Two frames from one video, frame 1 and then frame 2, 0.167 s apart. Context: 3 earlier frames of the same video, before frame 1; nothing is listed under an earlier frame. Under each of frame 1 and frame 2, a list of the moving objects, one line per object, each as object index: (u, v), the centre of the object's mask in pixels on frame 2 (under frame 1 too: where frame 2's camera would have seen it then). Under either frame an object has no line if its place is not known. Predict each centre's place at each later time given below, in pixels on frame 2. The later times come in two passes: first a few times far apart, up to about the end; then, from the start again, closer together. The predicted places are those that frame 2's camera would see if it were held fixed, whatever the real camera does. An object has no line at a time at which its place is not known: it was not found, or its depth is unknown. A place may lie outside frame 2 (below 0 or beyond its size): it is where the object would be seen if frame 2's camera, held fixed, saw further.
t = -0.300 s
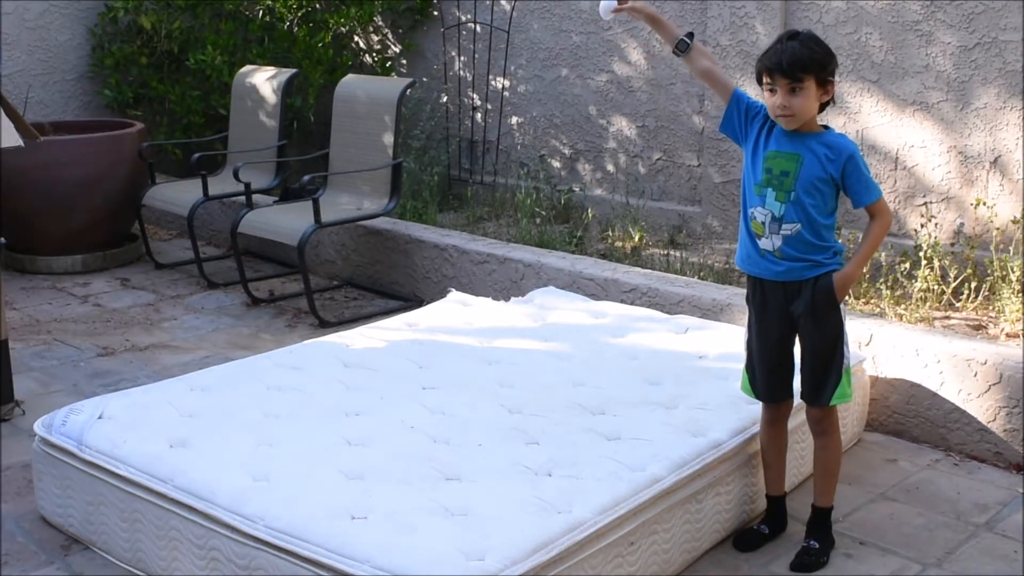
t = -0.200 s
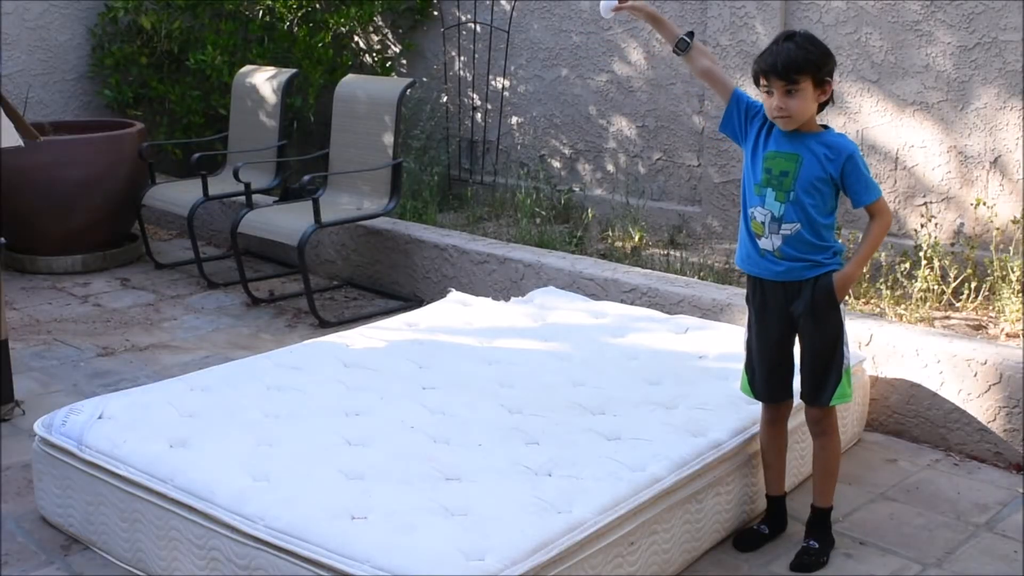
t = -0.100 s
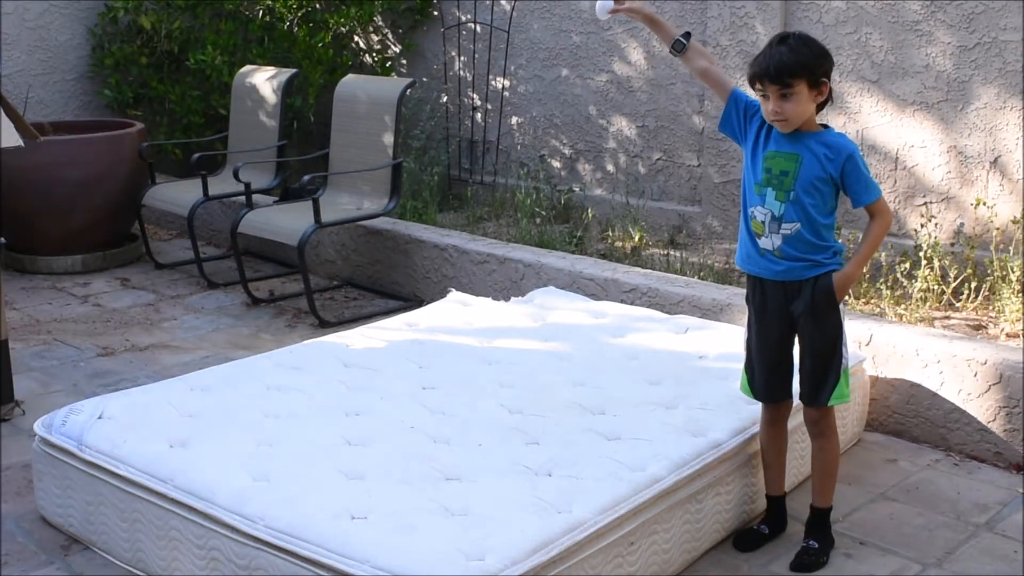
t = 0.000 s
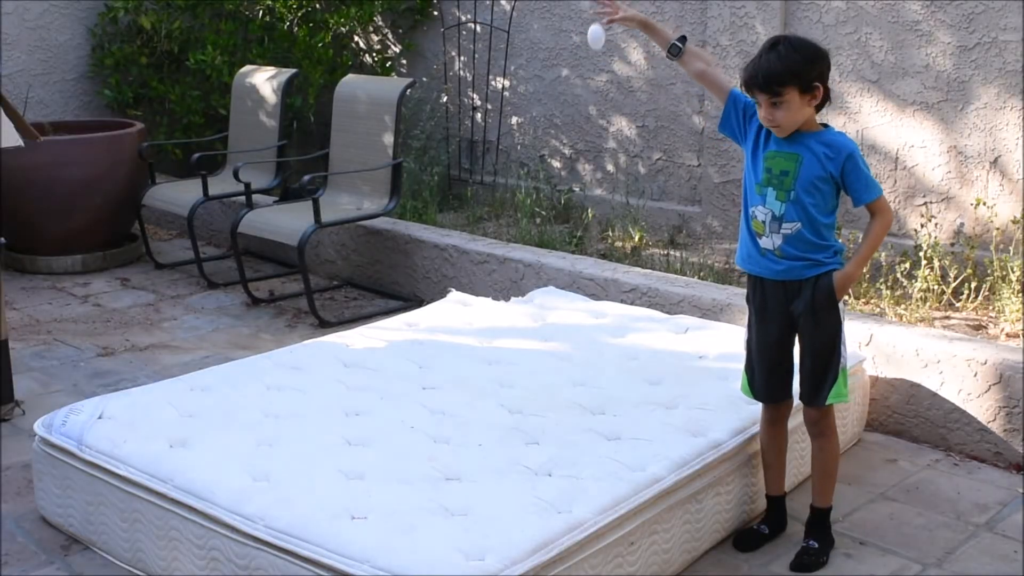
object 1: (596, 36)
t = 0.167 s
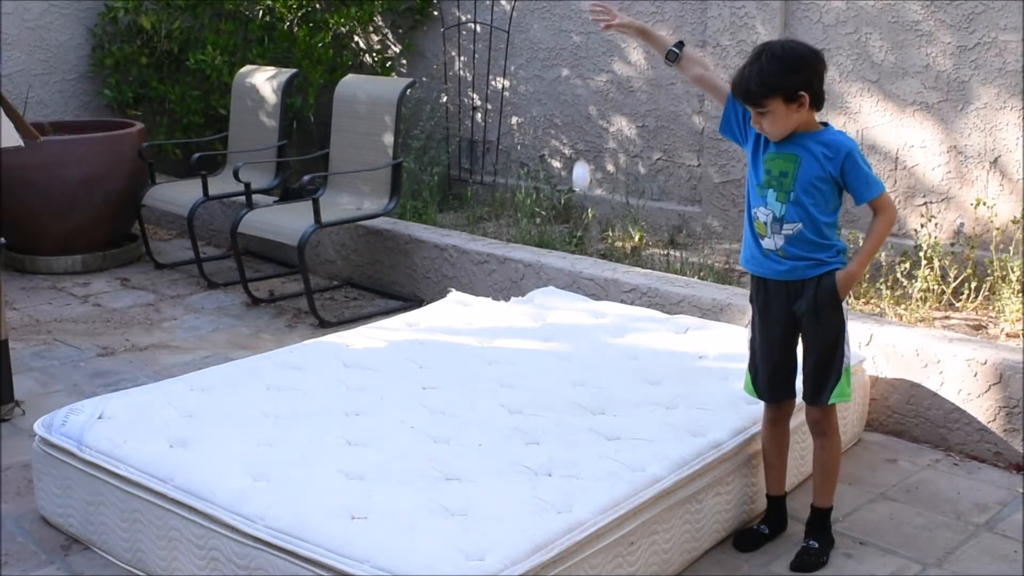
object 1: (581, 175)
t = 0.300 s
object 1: (570, 364)
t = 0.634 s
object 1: (561, 362)
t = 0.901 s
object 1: (564, 377)
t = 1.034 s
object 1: (570, 371)
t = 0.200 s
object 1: (578, 216)
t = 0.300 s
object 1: (570, 364)
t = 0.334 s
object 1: (567, 417)
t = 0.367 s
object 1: (565, 415)
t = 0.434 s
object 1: (564, 376)
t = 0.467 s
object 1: (563, 365)
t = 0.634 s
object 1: (561, 362)
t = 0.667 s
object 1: (560, 373)
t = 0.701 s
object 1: (560, 390)
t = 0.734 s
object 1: (561, 393)
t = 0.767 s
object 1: (561, 386)
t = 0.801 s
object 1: (562, 380)
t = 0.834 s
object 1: (562, 379)
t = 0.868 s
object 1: (562, 379)
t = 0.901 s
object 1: (564, 377)
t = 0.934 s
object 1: (566, 373)
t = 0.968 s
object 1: (567, 371)
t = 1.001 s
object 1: (569, 372)
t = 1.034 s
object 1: (570, 371)
